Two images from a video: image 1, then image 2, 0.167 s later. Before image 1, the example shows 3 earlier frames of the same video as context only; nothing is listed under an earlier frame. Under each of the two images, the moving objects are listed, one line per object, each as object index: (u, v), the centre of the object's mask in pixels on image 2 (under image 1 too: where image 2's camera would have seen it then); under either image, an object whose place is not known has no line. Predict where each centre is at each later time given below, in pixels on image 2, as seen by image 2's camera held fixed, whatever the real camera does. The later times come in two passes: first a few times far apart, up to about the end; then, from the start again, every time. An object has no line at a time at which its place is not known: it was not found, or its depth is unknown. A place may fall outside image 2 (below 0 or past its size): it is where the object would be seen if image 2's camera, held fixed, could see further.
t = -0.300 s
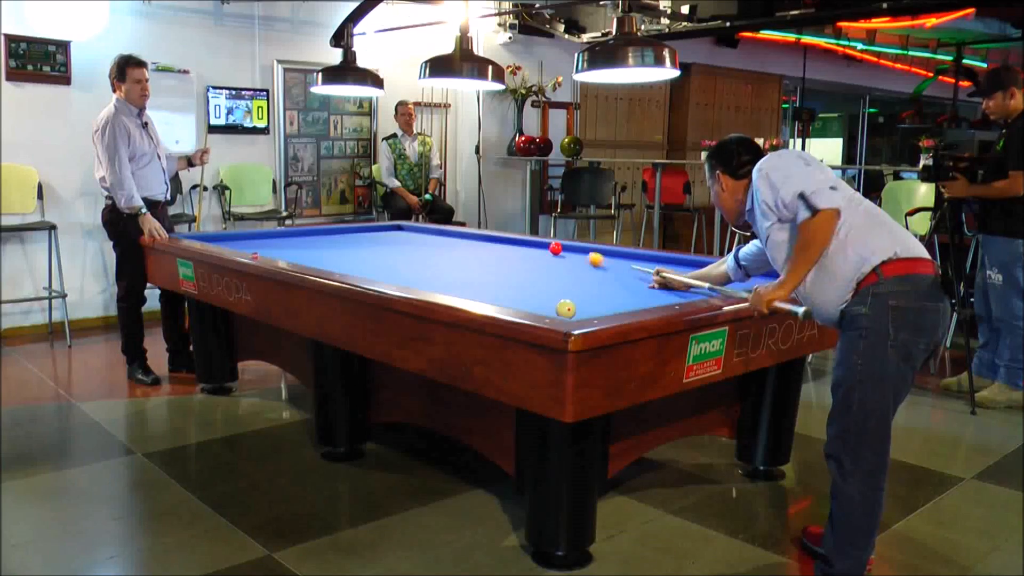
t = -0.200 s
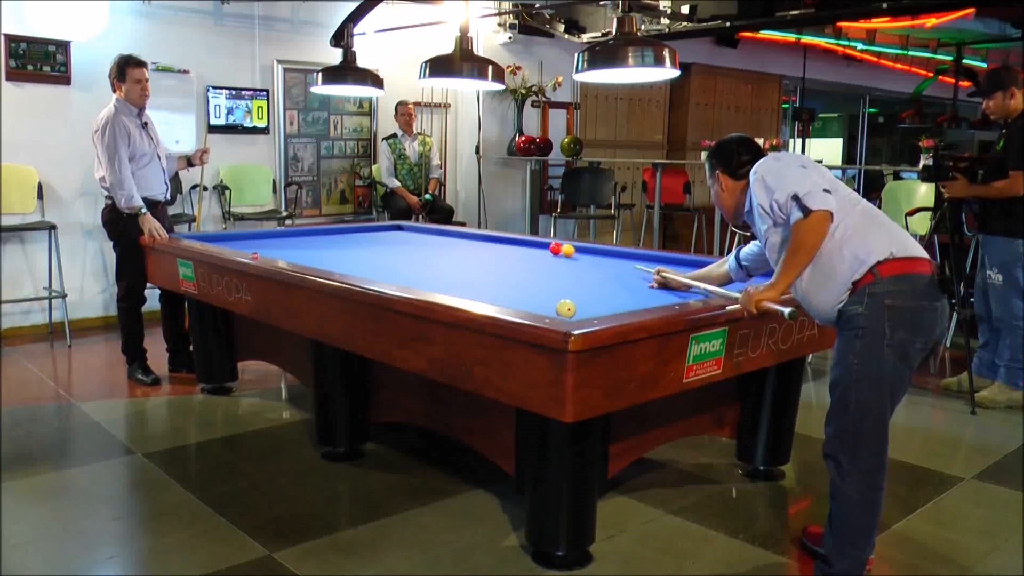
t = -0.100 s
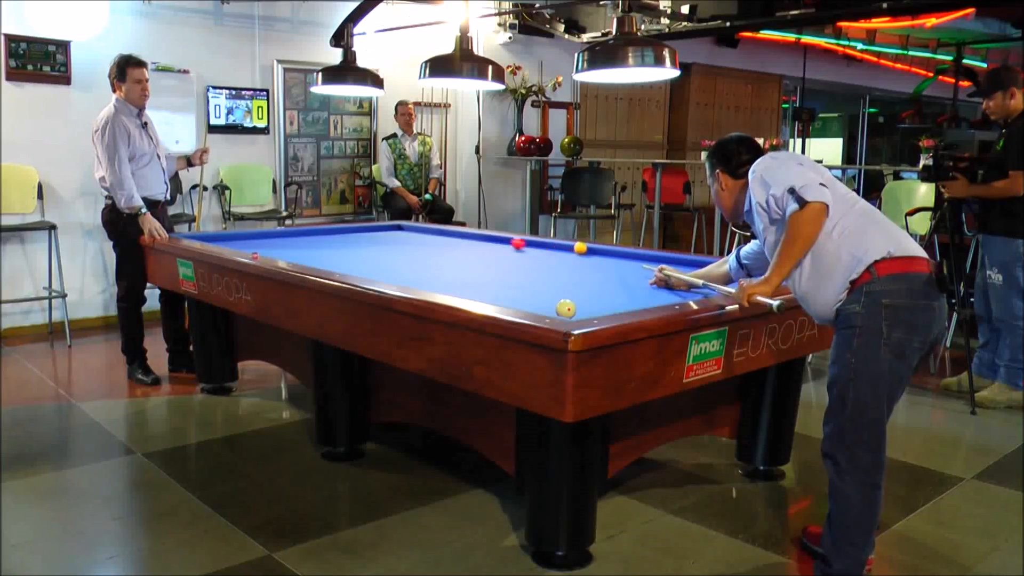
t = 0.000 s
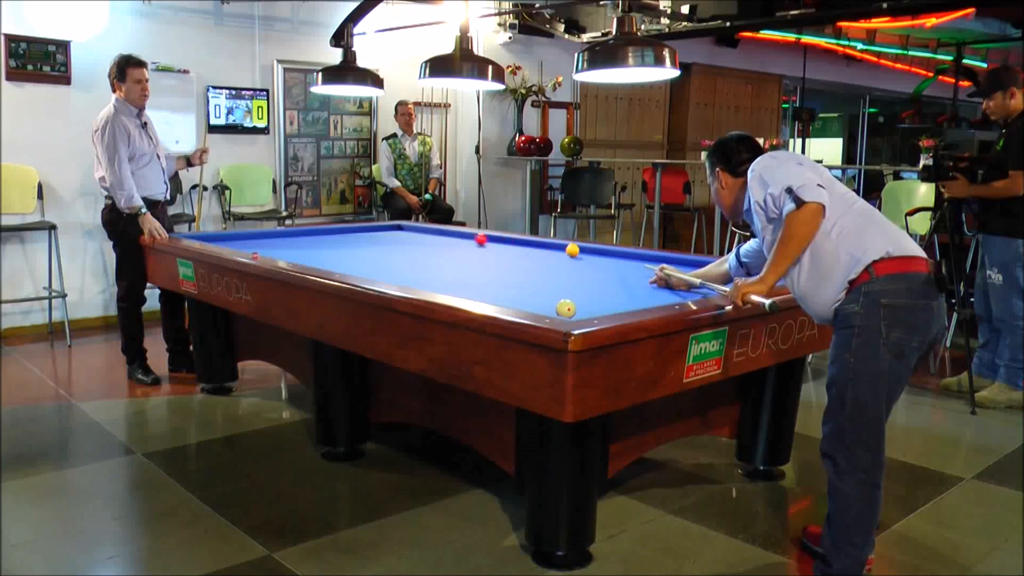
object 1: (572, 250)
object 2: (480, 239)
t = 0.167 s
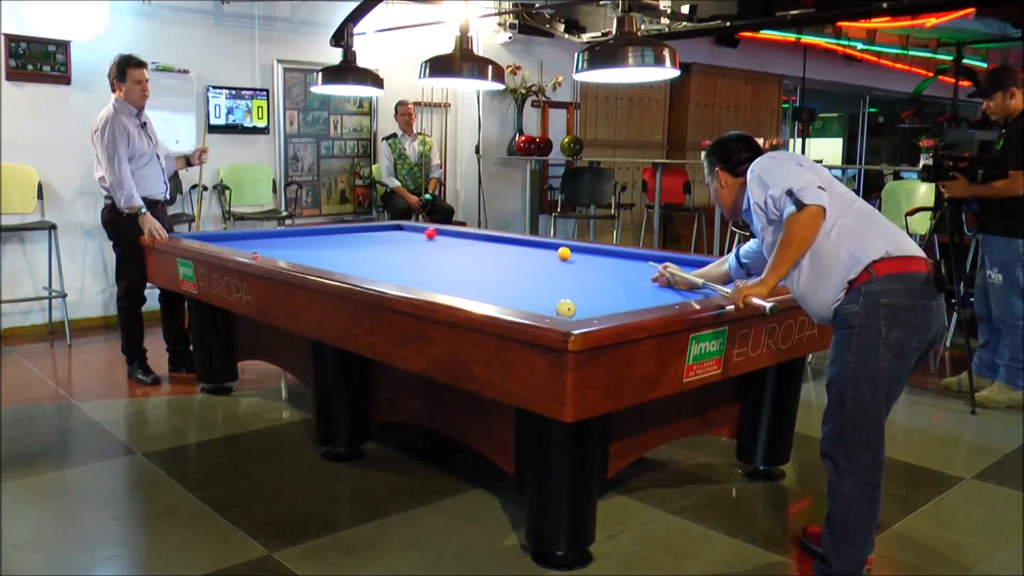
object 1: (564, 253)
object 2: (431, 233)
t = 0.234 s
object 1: (561, 255)
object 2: (414, 231)
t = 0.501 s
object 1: (546, 261)
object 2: (382, 228)
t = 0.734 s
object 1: (533, 267)
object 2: (411, 233)
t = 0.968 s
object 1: (518, 273)
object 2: (436, 238)
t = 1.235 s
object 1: (498, 281)
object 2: (468, 243)
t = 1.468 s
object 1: (480, 289)
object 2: (498, 248)
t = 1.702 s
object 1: (465, 293)
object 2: (532, 254)
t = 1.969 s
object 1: (501, 295)
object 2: (573, 261)
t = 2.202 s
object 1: (530, 295)
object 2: (614, 268)
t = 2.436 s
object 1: (557, 293)
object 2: (659, 276)
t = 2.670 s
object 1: (584, 293)
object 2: (708, 285)
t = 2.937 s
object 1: (613, 292)
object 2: (714, 286)
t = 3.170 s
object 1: (637, 292)
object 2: (679, 283)
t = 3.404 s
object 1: (660, 291)
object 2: (647, 278)
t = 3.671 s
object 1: (685, 290)
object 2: (613, 275)
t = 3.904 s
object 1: (705, 288)
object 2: (585, 271)
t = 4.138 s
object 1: (724, 287)
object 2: (559, 268)
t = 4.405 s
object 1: (745, 285)
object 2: (531, 265)
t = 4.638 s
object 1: (752, 284)
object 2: (509, 262)
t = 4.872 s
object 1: (754, 282)
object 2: (487, 259)
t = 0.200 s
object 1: (562, 254)
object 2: (421, 232)
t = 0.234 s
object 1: (561, 255)
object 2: (414, 231)
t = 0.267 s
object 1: (559, 255)
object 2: (406, 230)
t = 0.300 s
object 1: (557, 257)
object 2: (398, 229)
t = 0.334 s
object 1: (556, 257)
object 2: (390, 228)
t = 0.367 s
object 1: (554, 258)
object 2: (383, 228)
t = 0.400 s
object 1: (552, 259)
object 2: (376, 227)
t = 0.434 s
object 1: (550, 259)
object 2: (374, 227)
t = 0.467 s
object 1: (548, 260)
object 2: (378, 227)
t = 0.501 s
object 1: (546, 261)
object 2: (382, 228)
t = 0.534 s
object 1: (545, 262)
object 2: (387, 229)
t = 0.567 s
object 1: (543, 263)
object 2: (391, 229)
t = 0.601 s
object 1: (541, 263)
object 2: (396, 230)
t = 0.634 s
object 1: (539, 264)
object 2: (400, 231)
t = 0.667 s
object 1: (537, 265)
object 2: (404, 232)
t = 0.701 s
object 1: (535, 266)
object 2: (408, 232)
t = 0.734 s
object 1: (533, 267)
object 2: (411, 233)
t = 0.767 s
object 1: (531, 268)
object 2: (415, 234)
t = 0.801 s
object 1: (529, 269)
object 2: (418, 234)
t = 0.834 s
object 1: (526, 270)
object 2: (422, 235)
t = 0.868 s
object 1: (524, 270)
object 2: (426, 236)
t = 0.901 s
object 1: (522, 271)
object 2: (429, 236)
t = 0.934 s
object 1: (520, 272)
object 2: (433, 237)
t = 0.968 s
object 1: (518, 273)
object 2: (436, 238)
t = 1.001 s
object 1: (515, 274)
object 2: (440, 238)
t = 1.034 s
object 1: (513, 275)
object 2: (444, 239)
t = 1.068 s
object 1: (511, 276)
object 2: (448, 240)
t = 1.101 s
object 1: (508, 277)
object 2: (452, 240)
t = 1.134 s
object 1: (506, 278)
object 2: (456, 241)
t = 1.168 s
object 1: (503, 280)
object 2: (460, 242)
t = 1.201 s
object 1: (501, 281)
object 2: (464, 242)
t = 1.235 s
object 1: (498, 281)
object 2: (468, 243)
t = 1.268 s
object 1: (496, 282)
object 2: (472, 244)
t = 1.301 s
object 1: (493, 284)
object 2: (476, 244)
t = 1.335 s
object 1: (491, 285)
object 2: (480, 245)
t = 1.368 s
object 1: (488, 286)
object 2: (485, 246)
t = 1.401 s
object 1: (485, 287)
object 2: (489, 247)
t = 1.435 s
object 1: (482, 288)
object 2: (494, 247)
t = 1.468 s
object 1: (480, 289)
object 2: (498, 248)
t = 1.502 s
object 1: (477, 290)
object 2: (503, 249)
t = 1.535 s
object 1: (474, 291)
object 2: (508, 250)
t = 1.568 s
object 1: (471, 291)
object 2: (512, 250)
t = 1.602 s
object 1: (469, 292)
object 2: (517, 251)
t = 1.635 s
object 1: (466, 292)
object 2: (522, 252)
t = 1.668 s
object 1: (463, 292)
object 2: (527, 253)
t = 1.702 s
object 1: (465, 293)
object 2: (532, 254)
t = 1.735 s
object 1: (470, 293)
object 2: (536, 255)
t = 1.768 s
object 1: (475, 293)
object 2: (541, 255)
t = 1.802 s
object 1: (480, 294)
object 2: (547, 256)
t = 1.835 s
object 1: (484, 294)
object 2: (552, 257)
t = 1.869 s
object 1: (488, 295)
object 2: (557, 258)
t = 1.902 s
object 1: (493, 295)
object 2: (562, 259)
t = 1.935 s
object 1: (497, 295)
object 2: (568, 260)
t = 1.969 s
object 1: (501, 295)
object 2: (573, 261)
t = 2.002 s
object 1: (505, 295)
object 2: (579, 262)
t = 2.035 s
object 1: (509, 296)
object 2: (584, 263)
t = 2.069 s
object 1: (514, 296)
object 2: (590, 264)
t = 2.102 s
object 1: (518, 295)
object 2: (596, 265)
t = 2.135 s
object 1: (522, 295)
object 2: (602, 266)
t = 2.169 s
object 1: (526, 295)
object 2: (608, 267)
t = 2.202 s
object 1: (530, 295)
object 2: (614, 268)
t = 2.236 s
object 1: (534, 295)
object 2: (620, 269)
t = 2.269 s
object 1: (538, 295)
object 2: (626, 270)
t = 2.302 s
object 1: (542, 295)
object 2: (632, 271)
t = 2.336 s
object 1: (546, 294)
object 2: (639, 272)
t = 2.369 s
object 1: (550, 294)
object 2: (646, 274)
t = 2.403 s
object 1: (553, 294)
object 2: (652, 275)
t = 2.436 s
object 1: (557, 293)
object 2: (659, 276)
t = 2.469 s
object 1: (561, 293)
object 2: (665, 277)
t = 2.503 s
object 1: (565, 292)
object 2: (672, 278)
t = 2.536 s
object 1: (570, 292)
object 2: (679, 280)
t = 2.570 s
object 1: (573, 293)
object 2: (687, 281)
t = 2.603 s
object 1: (577, 293)
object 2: (694, 282)
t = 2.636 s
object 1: (580, 293)
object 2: (701, 283)
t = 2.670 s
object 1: (584, 293)
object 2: (708, 285)
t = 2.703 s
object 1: (588, 293)
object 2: (715, 285)
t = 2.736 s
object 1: (591, 293)
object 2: (723, 286)
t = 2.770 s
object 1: (595, 293)
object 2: (731, 286)
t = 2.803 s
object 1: (599, 292)
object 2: (738, 286)
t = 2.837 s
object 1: (603, 293)
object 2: (733, 286)
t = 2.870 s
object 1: (606, 292)
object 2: (726, 286)
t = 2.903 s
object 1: (610, 293)
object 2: (719, 286)
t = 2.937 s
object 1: (613, 292)
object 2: (714, 286)
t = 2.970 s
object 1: (617, 292)
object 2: (708, 286)
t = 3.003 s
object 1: (620, 292)
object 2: (703, 286)
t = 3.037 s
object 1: (623, 292)
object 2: (698, 285)
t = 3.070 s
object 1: (627, 292)
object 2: (693, 285)
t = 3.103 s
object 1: (630, 292)
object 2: (688, 284)
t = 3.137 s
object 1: (634, 292)
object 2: (683, 283)
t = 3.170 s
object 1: (637, 292)
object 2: (679, 283)
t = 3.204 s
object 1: (640, 292)
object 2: (674, 282)
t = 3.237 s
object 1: (644, 292)
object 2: (669, 281)
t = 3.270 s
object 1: (647, 291)
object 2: (665, 281)
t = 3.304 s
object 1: (650, 291)
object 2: (661, 280)
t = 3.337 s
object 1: (654, 291)
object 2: (656, 278)
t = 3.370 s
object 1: (657, 291)
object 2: (651, 278)
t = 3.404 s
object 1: (660, 291)
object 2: (647, 278)
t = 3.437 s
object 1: (663, 291)
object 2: (643, 278)
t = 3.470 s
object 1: (666, 291)
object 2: (638, 278)
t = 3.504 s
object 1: (669, 291)
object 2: (634, 277)
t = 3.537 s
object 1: (672, 290)
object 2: (630, 277)
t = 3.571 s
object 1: (675, 290)
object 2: (626, 276)
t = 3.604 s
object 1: (678, 290)
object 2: (621, 276)
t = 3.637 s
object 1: (682, 290)
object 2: (617, 275)
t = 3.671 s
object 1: (685, 290)
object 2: (613, 275)
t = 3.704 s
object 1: (688, 290)
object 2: (609, 274)
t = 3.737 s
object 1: (691, 289)
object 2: (605, 274)
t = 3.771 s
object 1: (694, 289)
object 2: (601, 273)
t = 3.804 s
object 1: (697, 289)
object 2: (597, 273)
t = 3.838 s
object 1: (700, 289)
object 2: (593, 272)
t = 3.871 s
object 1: (702, 289)
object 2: (589, 272)
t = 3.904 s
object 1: (705, 288)
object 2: (585, 271)
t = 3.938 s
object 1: (708, 288)
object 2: (581, 271)
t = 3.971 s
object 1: (711, 288)
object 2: (578, 270)
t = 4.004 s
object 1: (714, 288)
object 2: (574, 270)
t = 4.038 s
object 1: (716, 287)
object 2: (570, 269)
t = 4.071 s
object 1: (719, 287)
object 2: (566, 269)
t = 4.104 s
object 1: (722, 287)
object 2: (563, 269)
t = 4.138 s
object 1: (724, 287)
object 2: (559, 268)
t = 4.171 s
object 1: (727, 286)
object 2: (555, 268)
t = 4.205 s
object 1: (730, 286)
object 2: (552, 267)
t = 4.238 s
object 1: (732, 286)
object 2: (548, 267)
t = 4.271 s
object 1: (735, 286)
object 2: (545, 266)
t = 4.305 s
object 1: (738, 285)
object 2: (541, 266)
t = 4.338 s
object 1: (740, 285)
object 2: (538, 265)
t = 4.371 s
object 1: (742, 285)
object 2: (535, 265)
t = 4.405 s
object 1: (745, 285)
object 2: (531, 265)
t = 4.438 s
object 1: (748, 285)
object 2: (528, 264)
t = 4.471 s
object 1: (750, 284)
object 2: (525, 264)
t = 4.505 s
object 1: (750, 284)
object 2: (521, 264)
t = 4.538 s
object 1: (750, 284)
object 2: (518, 263)
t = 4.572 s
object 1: (751, 284)
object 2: (515, 263)
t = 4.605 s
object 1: (751, 284)
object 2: (512, 262)
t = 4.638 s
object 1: (752, 284)
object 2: (509, 262)
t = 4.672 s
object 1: (752, 283)
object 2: (505, 262)
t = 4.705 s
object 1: (752, 283)
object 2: (502, 261)
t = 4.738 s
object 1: (753, 283)
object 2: (499, 261)
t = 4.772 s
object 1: (753, 283)
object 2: (496, 261)
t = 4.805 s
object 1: (753, 283)
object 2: (493, 260)
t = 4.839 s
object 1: (754, 283)
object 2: (490, 260)
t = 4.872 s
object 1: (754, 282)
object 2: (487, 259)
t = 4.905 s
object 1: (754, 282)
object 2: (484, 259)
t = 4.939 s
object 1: (754, 282)
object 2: (481, 259)
